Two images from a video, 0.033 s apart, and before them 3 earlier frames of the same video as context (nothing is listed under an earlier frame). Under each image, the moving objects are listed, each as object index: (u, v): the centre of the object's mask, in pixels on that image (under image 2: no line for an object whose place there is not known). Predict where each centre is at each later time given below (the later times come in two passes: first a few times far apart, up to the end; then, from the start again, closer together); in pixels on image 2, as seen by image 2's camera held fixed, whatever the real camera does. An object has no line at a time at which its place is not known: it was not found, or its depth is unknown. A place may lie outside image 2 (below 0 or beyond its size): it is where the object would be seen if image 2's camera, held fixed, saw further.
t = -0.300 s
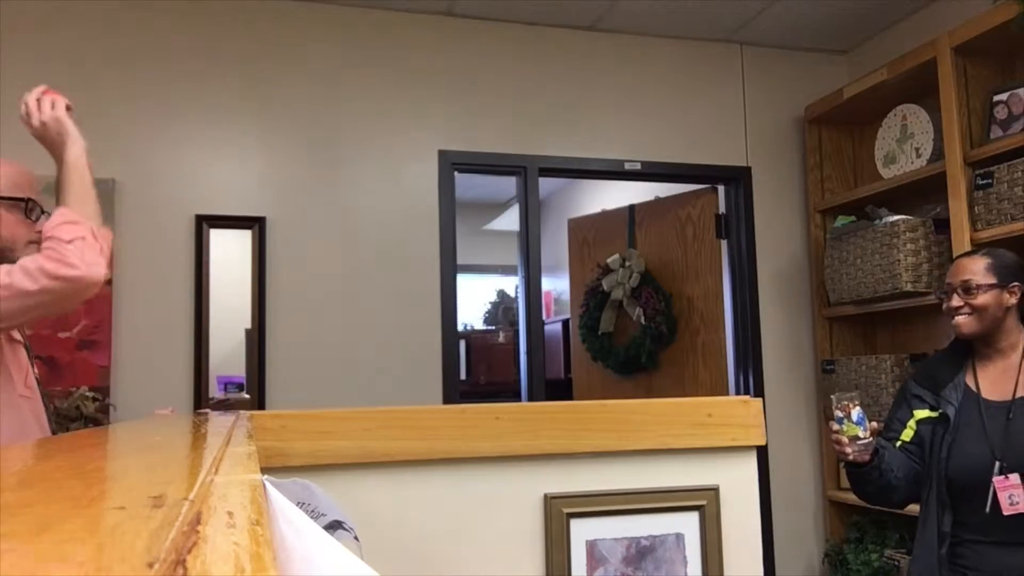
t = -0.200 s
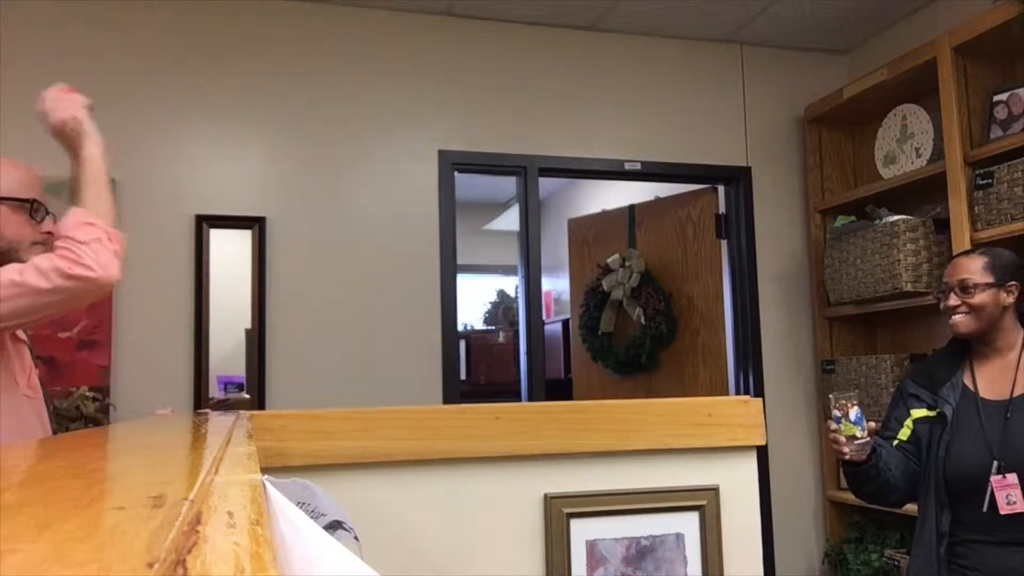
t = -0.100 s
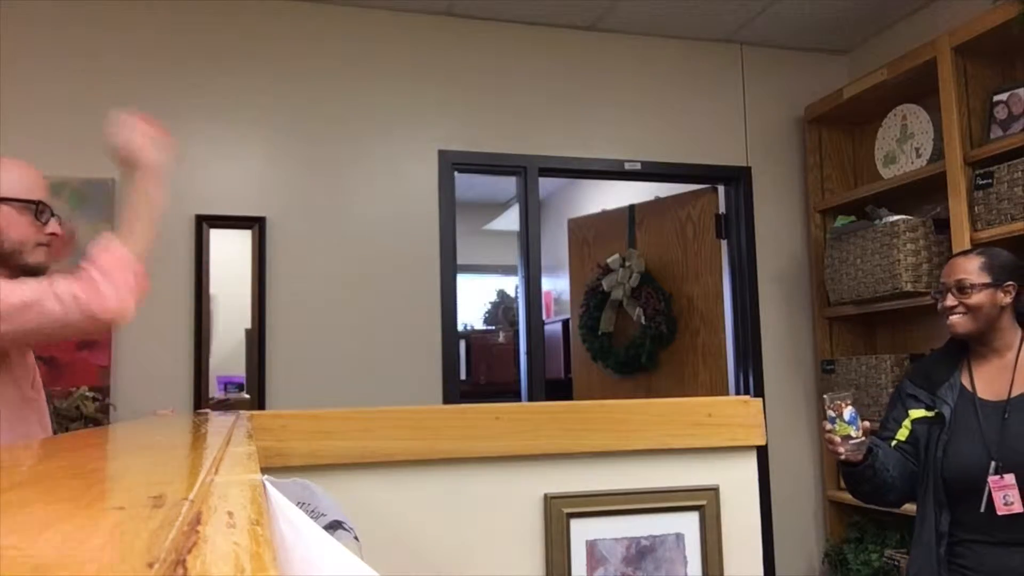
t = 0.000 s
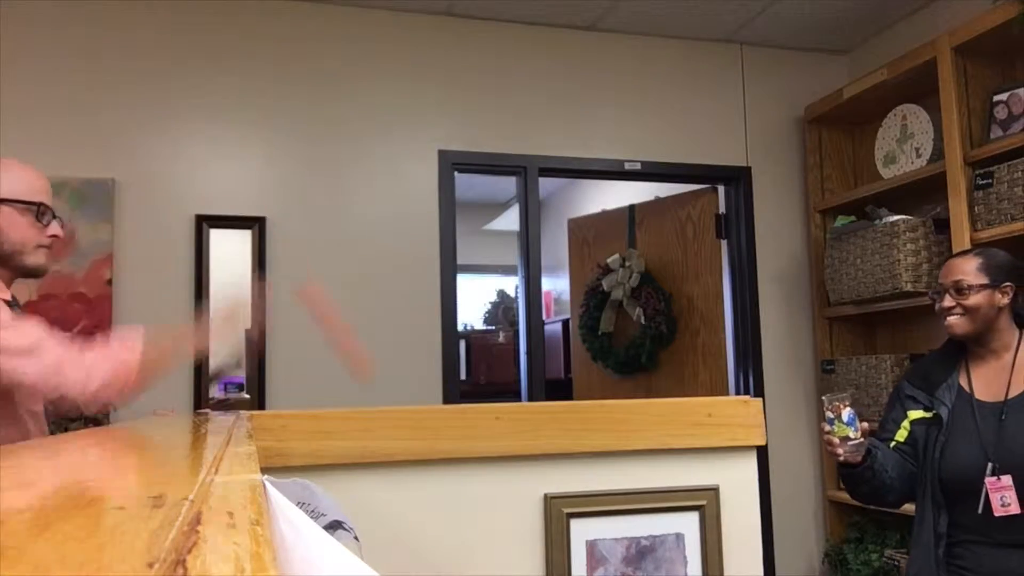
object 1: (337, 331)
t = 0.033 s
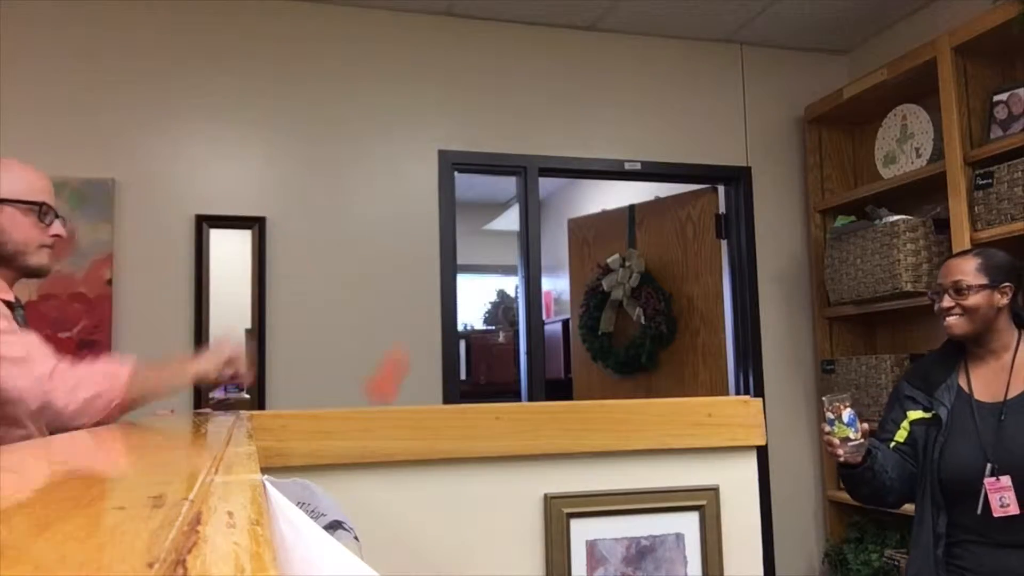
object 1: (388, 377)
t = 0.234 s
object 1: (533, 145)
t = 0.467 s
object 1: (677, 124)
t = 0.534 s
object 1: (719, 160)
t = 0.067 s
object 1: (414, 324)
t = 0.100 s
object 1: (439, 275)
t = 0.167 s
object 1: (486, 199)
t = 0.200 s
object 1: (511, 167)
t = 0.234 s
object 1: (533, 145)
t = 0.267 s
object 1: (555, 128)
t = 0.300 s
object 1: (576, 116)
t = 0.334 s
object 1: (597, 108)
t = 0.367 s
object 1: (618, 105)
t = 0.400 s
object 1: (638, 107)
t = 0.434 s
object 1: (658, 114)
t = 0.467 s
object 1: (677, 124)
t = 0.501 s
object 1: (697, 139)
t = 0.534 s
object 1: (719, 160)
